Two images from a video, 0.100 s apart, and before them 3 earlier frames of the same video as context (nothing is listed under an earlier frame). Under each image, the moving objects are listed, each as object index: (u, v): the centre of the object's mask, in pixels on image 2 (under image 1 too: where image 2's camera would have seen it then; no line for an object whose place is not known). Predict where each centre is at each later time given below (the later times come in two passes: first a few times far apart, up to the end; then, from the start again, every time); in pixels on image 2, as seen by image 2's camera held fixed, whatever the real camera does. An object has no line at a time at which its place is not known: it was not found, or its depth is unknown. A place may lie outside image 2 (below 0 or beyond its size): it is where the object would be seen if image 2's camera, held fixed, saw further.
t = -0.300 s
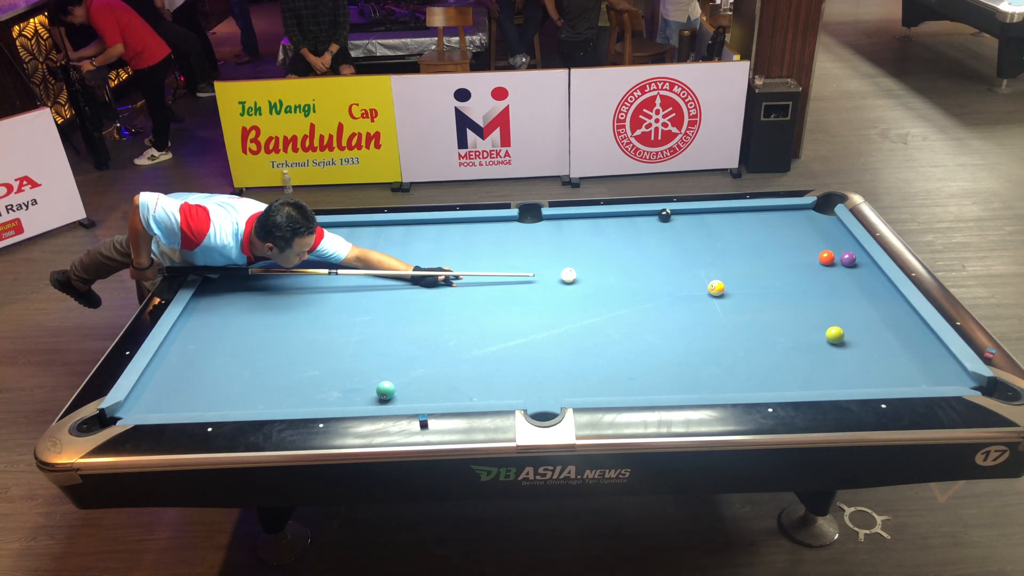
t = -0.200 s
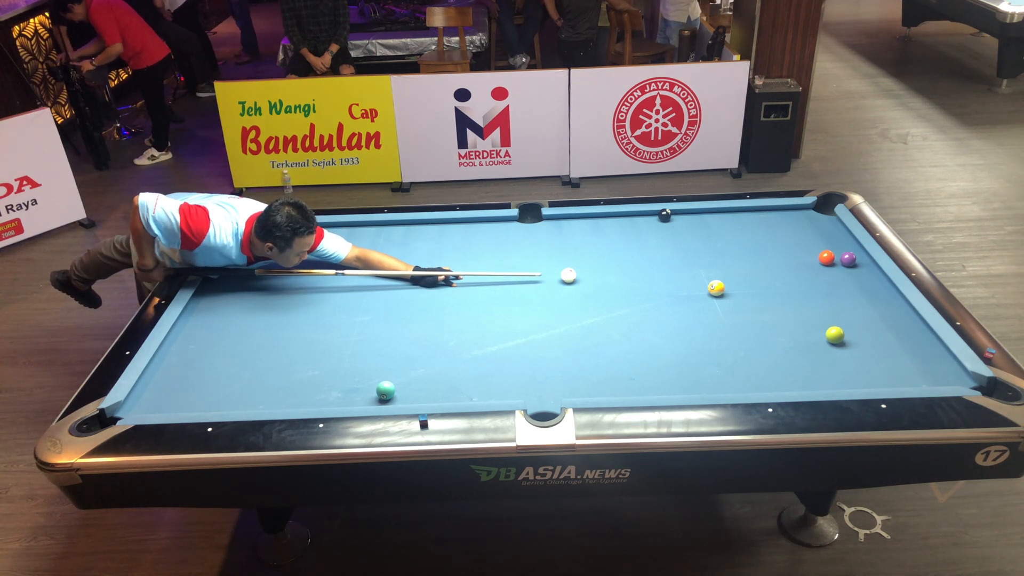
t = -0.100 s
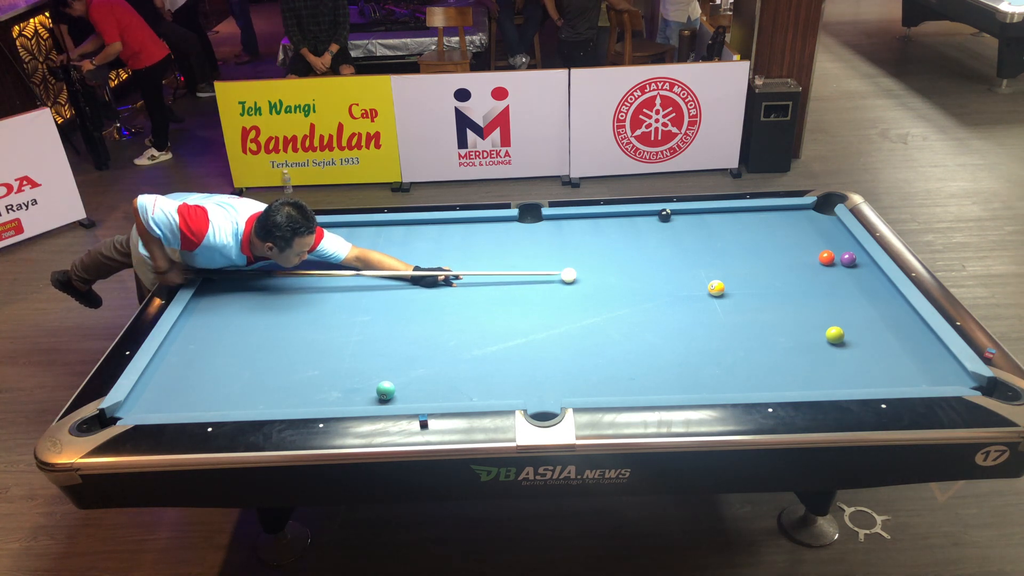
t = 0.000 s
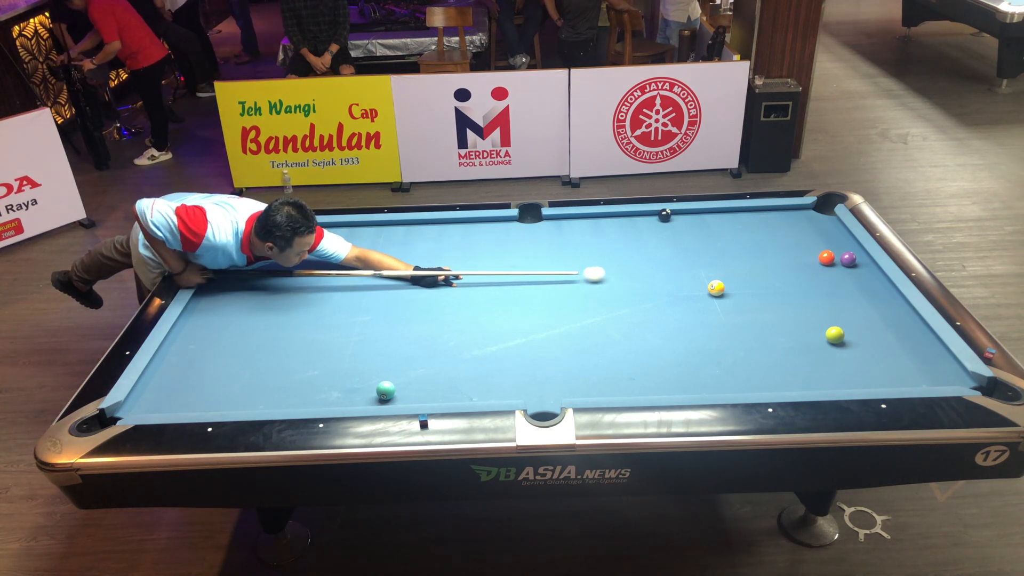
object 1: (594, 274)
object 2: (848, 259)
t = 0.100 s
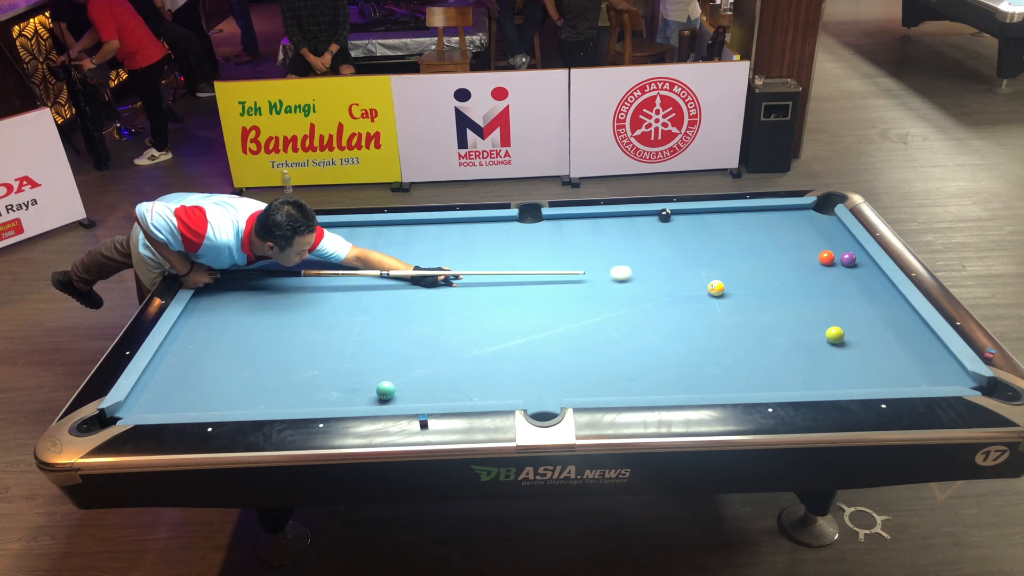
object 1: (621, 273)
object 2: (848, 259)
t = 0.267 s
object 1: (665, 272)
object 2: (848, 259)
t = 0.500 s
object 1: (727, 269)
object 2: (848, 259)
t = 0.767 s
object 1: (796, 267)
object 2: (848, 259)
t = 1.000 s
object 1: (853, 267)
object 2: (850, 255)
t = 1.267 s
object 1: (862, 275)
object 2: (854, 248)
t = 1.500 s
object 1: (845, 281)
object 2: (845, 244)
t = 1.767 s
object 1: (827, 288)
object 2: (836, 240)
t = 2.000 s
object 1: (811, 293)
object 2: (829, 236)
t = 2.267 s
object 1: (795, 299)
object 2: (823, 234)
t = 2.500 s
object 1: (782, 304)
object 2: (819, 232)
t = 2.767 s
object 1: (767, 309)
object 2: (816, 230)
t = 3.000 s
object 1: (756, 313)
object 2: (814, 229)
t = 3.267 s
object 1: (744, 317)
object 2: (813, 229)
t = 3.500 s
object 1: (735, 320)
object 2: (813, 228)
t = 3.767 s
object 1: (725, 323)
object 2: (813, 228)
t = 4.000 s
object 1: (718, 325)
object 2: (813, 228)
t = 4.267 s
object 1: (712, 327)
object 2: (813, 229)
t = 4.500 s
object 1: (707, 329)
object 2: (813, 229)
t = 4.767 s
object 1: (704, 330)
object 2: (813, 229)
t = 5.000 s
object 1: (702, 331)
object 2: (813, 229)
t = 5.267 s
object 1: (702, 331)
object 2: (813, 229)
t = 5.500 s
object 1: (702, 330)
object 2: (813, 229)
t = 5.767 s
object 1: (702, 331)
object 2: (813, 229)
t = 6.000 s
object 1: (702, 331)
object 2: (813, 229)
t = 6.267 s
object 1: (702, 331)
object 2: (813, 229)
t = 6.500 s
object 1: (702, 330)
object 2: (813, 229)
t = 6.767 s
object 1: (702, 330)
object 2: (813, 229)
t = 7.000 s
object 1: (702, 331)
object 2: (813, 229)
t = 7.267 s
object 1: (702, 331)
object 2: (813, 229)
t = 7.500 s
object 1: (702, 330)
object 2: (813, 229)
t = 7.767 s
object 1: (702, 331)
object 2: (813, 229)
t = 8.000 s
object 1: (702, 330)
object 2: (813, 229)
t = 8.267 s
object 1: (702, 330)
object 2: (813, 229)
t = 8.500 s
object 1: (702, 330)
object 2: (813, 229)
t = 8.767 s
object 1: (702, 330)
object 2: (813, 229)
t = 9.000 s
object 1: (702, 331)
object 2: (813, 229)
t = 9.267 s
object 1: (702, 330)
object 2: (813, 228)
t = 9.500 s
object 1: (702, 331)
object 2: (813, 228)
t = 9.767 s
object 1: (702, 331)
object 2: (813, 228)
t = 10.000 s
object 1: (702, 330)
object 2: (813, 228)
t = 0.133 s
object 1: (630, 273)
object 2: (848, 259)
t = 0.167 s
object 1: (639, 273)
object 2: (848, 259)
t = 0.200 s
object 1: (648, 272)
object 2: (848, 259)
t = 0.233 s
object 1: (656, 272)
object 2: (848, 259)
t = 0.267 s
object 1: (665, 272)
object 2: (848, 259)
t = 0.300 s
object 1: (674, 272)
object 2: (848, 259)
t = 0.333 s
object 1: (683, 271)
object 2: (848, 259)
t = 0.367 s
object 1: (692, 271)
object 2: (848, 259)
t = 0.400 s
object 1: (701, 270)
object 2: (848, 259)
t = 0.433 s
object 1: (710, 270)
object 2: (848, 259)
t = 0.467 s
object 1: (718, 270)
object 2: (848, 259)
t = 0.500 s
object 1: (727, 269)
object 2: (848, 259)
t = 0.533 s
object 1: (736, 269)
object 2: (848, 259)
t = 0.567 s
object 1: (745, 269)
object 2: (848, 259)
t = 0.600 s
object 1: (753, 268)
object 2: (848, 259)
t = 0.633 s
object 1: (762, 268)
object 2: (848, 259)
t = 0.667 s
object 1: (771, 268)
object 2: (848, 259)
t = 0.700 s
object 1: (779, 268)
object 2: (848, 259)
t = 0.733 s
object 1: (788, 267)
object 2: (848, 259)
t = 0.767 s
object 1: (796, 267)
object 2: (848, 259)
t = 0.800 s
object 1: (805, 267)
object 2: (848, 259)
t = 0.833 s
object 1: (813, 267)
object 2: (848, 259)
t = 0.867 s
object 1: (822, 266)
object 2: (848, 259)
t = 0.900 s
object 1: (830, 266)
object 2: (848, 259)
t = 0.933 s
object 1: (838, 265)
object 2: (850, 257)
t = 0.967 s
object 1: (846, 266)
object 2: (849, 255)
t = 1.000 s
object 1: (853, 267)
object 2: (850, 255)
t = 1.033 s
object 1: (860, 268)
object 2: (851, 255)
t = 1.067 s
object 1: (867, 270)
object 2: (852, 254)
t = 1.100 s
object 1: (873, 271)
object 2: (853, 253)
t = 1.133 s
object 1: (872, 272)
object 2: (854, 251)
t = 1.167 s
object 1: (869, 273)
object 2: (855, 250)
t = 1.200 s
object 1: (867, 273)
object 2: (856, 249)
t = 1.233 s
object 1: (864, 274)
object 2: (856, 248)
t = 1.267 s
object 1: (862, 275)
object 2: (854, 248)
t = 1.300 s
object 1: (859, 276)
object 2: (853, 247)
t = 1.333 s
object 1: (857, 277)
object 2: (851, 247)
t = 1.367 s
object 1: (854, 278)
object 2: (850, 246)
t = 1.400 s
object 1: (852, 279)
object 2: (849, 245)
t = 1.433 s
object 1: (850, 279)
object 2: (848, 245)
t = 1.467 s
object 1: (847, 280)
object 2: (846, 244)
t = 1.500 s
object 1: (845, 281)
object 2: (845, 244)
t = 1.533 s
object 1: (843, 282)
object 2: (844, 243)
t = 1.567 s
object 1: (840, 283)
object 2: (843, 243)
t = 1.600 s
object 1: (838, 284)
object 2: (841, 242)
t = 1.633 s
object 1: (836, 285)
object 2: (840, 242)
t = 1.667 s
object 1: (833, 285)
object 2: (839, 241)
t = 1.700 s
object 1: (831, 286)
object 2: (838, 241)
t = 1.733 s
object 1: (829, 287)
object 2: (837, 240)
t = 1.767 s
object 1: (827, 288)
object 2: (836, 240)
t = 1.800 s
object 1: (825, 289)
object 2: (835, 239)
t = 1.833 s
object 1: (822, 289)
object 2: (834, 239)
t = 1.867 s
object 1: (820, 290)
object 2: (833, 238)
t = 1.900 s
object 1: (818, 291)
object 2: (832, 238)
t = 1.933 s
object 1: (816, 292)
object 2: (831, 237)
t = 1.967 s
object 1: (814, 293)
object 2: (830, 237)
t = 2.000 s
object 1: (811, 293)
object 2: (829, 236)
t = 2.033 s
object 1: (809, 294)
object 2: (828, 236)
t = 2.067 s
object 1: (807, 295)
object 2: (828, 236)
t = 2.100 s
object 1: (805, 296)
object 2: (827, 235)
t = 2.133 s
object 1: (803, 296)
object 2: (826, 235)
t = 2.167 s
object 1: (801, 297)
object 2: (825, 235)
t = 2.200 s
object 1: (799, 298)
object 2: (825, 234)
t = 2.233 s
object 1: (797, 299)
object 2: (824, 234)
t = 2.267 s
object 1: (795, 299)
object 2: (823, 234)
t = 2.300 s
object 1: (793, 300)
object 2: (823, 233)
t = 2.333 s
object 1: (791, 301)
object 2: (822, 233)
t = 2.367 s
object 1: (789, 301)
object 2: (821, 233)
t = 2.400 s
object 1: (787, 302)
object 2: (821, 232)
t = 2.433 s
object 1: (786, 303)
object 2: (820, 232)
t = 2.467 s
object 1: (784, 303)
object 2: (820, 232)
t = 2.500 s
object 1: (782, 304)
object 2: (819, 232)
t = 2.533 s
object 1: (780, 305)
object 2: (819, 231)
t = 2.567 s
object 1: (778, 305)
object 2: (818, 231)
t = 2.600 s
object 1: (776, 306)
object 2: (818, 231)
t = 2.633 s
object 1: (775, 306)
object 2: (817, 231)
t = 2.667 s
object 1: (773, 307)
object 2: (817, 230)
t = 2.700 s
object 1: (771, 308)
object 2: (816, 230)
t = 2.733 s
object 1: (769, 308)
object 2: (816, 230)
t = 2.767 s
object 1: (767, 309)
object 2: (816, 230)
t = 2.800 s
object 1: (766, 309)
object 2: (815, 230)
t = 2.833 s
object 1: (764, 310)
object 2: (815, 229)
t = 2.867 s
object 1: (762, 311)
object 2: (815, 229)
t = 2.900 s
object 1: (761, 311)
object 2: (815, 229)
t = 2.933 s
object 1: (759, 311)
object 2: (814, 229)
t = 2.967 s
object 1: (757, 312)
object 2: (814, 229)
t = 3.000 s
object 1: (756, 313)
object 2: (814, 229)
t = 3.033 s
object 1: (754, 313)
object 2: (814, 229)
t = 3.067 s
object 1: (753, 314)
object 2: (814, 229)
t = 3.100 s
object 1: (751, 314)
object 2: (814, 229)
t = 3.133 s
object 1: (750, 314)
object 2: (813, 229)
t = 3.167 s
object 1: (748, 315)
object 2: (813, 229)
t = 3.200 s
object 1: (747, 316)
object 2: (813, 229)
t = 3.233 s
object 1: (745, 316)
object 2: (813, 228)
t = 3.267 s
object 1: (744, 317)
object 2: (813, 229)
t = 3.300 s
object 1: (742, 317)
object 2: (813, 229)
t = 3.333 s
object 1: (741, 317)
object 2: (813, 228)
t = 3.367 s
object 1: (740, 318)
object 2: (813, 228)
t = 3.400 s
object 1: (739, 319)
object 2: (813, 228)
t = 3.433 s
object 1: (737, 319)
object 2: (813, 228)
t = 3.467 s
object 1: (736, 319)
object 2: (813, 228)
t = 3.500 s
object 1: (735, 320)
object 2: (813, 228)
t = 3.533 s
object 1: (733, 320)
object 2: (813, 228)
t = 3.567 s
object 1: (732, 321)
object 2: (813, 228)
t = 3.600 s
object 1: (731, 321)
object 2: (813, 228)
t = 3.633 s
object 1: (730, 322)
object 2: (813, 228)
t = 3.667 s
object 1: (729, 322)
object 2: (813, 228)
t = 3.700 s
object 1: (728, 322)
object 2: (813, 228)
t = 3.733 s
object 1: (727, 323)
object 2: (813, 228)
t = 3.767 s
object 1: (725, 323)
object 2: (813, 228)
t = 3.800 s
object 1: (724, 324)
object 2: (813, 228)
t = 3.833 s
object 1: (723, 324)
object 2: (813, 228)
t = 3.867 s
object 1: (722, 324)
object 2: (813, 228)
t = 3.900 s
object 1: (721, 324)
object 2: (813, 228)
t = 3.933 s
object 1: (720, 325)
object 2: (813, 228)
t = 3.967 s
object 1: (719, 325)
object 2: (813, 229)
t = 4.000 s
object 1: (718, 325)
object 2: (813, 228)
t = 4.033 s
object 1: (718, 326)
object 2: (813, 229)
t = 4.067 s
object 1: (717, 326)
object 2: (813, 229)
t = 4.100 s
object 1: (716, 326)
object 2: (813, 229)
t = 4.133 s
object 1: (715, 326)
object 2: (813, 229)
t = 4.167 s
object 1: (714, 326)
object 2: (813, 229)
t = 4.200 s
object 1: (713, 327)
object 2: (813, 229)
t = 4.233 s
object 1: (712, 327)
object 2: (813, 229)
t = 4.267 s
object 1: (712, 327)
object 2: (813, 229)
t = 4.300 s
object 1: (711, 327)
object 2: (813, 229)
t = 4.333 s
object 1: (710, 328)
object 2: (813, 229)
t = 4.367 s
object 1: (710, 328)
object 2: (813, 229)
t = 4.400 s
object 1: (709, 328)
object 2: (813, 229)
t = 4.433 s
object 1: (708, 328)
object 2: (813, 229)
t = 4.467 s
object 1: (708, 328)
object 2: (813, 229)
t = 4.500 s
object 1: (707, 329)
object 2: (813, 229)
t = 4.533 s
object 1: (707, 329)
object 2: (813, 229)
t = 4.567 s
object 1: (706, 329)
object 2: (813, 229)
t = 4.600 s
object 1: (705, 329)
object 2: (813, 229)
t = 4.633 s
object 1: (705, 329)
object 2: (813, 229)
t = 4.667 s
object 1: (705, 329)
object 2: (813, 229)
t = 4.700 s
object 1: (704, 330)
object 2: (813, 229)
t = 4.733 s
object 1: (704, 330)
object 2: (813, 229)
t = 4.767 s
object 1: (704, 330)
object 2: (813, 229)
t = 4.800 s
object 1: (703, 330)
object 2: (813, 229)
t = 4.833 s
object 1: (703, 330)
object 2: (813, 229)
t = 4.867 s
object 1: (703, 330)
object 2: (813, 229)
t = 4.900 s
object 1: (702, 330)
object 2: (813, 229)
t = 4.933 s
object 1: (702, 330)
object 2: (813, 229)
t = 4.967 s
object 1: (702, 330)
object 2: (813, 229)
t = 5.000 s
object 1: (702, 331)
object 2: (813, 229)
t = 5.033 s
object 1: (702, 331)
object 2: (813, 229)
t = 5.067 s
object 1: (702, 331)
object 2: (813, 229)
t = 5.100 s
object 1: (702, 331)
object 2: (813, 229)
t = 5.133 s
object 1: (702, 331)
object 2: (813, 229)
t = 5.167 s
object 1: (702, 331)
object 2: (813, 229)
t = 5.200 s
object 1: (702, 331)
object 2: (813, 229)
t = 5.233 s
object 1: (701, 331)
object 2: (813, 229)
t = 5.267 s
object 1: (702, 331)
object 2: (813, 229)
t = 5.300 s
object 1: (702, 331)
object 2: (813, 229)
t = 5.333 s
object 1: (702, 331)
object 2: (813, 229)
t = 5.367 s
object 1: (702, 331)
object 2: (813, 229)
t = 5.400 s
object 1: (702, 331)
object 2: (813, 229)
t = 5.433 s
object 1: (702, 331)
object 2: (813, 229)
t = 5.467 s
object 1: (702, 331)
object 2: (813, 229)
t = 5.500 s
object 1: (702, 330)
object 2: (813, 229)
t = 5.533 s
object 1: (702, 331)
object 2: (813, 229)
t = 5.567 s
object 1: (702, 330)
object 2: (813, 229)
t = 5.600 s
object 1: (702, 331)
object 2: (813, 229)
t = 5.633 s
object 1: (702, 330)
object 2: (813, 229)
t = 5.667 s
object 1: (702, 331)
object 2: (813, 229)
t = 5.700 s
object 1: (702, 331)
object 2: (813, 229)
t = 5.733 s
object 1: (702, 330)
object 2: (813, 229)
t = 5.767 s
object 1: (702, 331)
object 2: (813, 229)
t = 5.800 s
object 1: (702, 330)
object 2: (813, 229)
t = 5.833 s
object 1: (702, 330)
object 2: (813, 229)
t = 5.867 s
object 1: (702, 330)
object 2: (813, 229)
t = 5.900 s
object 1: (702, 331)
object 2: (813, 229)
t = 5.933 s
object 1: (702, 331)
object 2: (813, 229)
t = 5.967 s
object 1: (702, 331)
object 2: (813, 229)
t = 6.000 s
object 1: (702, 331)
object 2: (813, 229)
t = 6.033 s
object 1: (702, 331)
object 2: (813, 229)
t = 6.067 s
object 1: (702, 331)
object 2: (813, 229)
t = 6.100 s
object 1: (702, 331)
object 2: (813, 229)
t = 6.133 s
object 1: (702, 331)
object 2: (813, 229)
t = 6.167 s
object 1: (702, 331)
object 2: (813, 229)
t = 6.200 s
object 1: (702, 330)
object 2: (813, 229)
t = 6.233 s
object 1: (702, 331)
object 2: (813, 229)
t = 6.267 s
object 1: (702, 331)
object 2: (813, 229)
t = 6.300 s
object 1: (702, 331)
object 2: (813, 229)
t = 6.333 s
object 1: (702, 331)
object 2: (813, 229)
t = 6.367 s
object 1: (702, 331)
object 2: (813, 229)
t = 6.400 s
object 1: (702, 331)
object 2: (813, 229)
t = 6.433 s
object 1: (702, 330)
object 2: (813, 229)
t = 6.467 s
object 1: (702, 331)
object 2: (813, 229)
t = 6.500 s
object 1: (702, 330)
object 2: (813, 229)
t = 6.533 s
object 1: (702, 331)
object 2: (813, 229)
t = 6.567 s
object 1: (702, 330)
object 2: (813, 229)
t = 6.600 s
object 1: (702, 331)
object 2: (813, 229)
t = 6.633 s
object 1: (702, 331)
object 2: (813, 229)
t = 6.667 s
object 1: (702, 331)
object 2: (813, 229)
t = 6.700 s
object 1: (702, 331)
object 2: (813, 229)
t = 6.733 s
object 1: (702, 331)
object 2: (813, 229)
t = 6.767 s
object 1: (702, 330)
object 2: (813, 229)
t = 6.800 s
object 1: (702, 330)
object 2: (813, 229)
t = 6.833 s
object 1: (702, 330)
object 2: (813, 229)
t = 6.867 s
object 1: (702, 330)
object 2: (813, 229)
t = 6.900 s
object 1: (702, 331)
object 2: (813, 229)
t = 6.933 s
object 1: (702, 331)
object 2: (813, 229)
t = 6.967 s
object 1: (702, 331)
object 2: (813, 229)
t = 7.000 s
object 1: (702, 331)
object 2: (813, 229)
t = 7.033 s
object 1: (702, 331)
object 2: (813, 229)
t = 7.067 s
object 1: (702, 331)
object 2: (813, 229)
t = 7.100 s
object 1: (702, 330)
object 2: (813, 229)
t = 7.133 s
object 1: (702, 331)
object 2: (813, 229)
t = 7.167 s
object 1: (702, 330)
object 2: (813, 229)
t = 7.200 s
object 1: (702, 331)
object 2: (813, 229)
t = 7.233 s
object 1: (702, 330)
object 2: (813, 229)
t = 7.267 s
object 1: (702, 331)
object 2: (813, 229)
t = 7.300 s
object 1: (702, 331)
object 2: (813, 229)
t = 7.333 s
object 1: (702, 330)
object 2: (813, 229)
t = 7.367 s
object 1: (702, 331)
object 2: (813, 229)
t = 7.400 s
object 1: (702, 330)
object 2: (813, 229)
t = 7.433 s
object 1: (702, 331)
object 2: (813, 229)
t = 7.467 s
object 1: (702, 331)
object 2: (813, 229)
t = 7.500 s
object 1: (702, 330)
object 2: (813, 229)
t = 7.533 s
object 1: (702, 331)
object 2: (813, 229)
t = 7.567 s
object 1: (702, 330)
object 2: (813, 229)
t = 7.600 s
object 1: (702, 331)
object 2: (813, 229)
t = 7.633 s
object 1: (702, 330)
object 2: (813, 229)
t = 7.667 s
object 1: (702, 331)
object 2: (813, 229)
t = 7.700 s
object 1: (702, 331)
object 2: (813, 229)
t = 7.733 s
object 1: (702, 330)
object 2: (813, 229)
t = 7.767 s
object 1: (702, 331)
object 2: (813, 229)
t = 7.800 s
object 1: (702, 330)
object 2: (813, 229)
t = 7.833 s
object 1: (702, 331)
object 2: (813, 229)
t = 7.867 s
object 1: (702, 330)
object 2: (813, 229)
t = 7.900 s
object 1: (702, 330)
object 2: (813, 229)
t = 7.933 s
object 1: (702, 330)
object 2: (813, 229)
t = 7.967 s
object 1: (702, 330)
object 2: (813, 229)
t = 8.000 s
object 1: (702, 330)
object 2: (813, 229)
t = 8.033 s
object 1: (702, 330)
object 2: (813, 229)
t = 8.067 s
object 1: (702, 330)
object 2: (813, 229)
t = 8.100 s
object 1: (702, 330)
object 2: (813, 229)
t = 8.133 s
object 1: (702, 330)
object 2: (813, 229)
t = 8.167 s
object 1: (702, 330)
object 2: (813, 229)
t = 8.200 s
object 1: (702, 330)
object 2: (813, 229)
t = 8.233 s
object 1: (702, 330)
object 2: (813, 229)
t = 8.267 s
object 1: (702, 330)
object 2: (813, 229)
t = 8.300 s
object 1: (702, 330)
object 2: (813, 229)
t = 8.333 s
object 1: (702, 330)
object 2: (813, 229)
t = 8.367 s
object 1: (702, 330)
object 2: (813, 229)
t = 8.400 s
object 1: (702, 330)
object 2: (813, 229)
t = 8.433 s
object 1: (702, 330)
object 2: (813, 229)
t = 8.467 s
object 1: (702, 330)
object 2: (813, 229)
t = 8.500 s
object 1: (702, 330)
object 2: (813, 229)
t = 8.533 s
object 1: (702, 330)
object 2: (813, 228)
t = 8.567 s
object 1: (702, 330)
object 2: (813, 228)
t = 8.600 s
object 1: (702, 330)
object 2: (813, 229)
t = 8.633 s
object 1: (702, 330)
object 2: (813, 229)
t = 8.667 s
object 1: (702, 330)
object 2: (813, 229)
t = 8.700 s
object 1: (702, 330)
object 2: (813, 228)
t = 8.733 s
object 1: (702, 330)
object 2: (813, 228)
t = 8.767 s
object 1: (702, 330)
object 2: (813, 229)
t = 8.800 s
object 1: (702, 330)
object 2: (813, 229)
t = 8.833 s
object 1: (702, 330)
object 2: (813, 229)
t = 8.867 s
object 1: (702, 330)
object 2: (813, 229)
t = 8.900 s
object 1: (702, 331)
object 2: (813, 229)
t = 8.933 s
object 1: (702, 330)
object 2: (813, 229)
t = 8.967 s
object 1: (702, 330)
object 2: (813, 229)
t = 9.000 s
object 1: (702, 331)
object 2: (813, 229)
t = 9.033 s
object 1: (702, 331)
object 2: (813, 228)
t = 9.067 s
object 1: (702, 331)
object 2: (813, 228)
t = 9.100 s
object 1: (702, 331)
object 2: (813, 228)
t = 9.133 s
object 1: (702, 331)
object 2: (813, 228)
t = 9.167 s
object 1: (702, 331)
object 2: (813, 228)
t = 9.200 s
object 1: (702, 331)
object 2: (813, 228)
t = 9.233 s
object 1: (702, 330)
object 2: (813, 228)
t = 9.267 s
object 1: (702, 330)
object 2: (813, 228)
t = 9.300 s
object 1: (702, 330)
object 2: (813, 228)
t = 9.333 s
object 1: (702, 330)
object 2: (813, 228)
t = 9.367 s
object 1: (702, 330)
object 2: (813, 228)
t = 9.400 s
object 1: (702, 331)
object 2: (813, 228)
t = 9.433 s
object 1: (702, 331)
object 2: (813, 228)
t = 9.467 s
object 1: (702, 331)
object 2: (813, 228)
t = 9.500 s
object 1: (702, 331)
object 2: (813, 228)
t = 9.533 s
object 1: (702, 330)
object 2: (813, 228)
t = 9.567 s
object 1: (702, 330)
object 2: (813, 228)
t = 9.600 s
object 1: (702, 330)
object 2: (813, 228)
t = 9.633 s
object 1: (702, 331)
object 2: (813, 228)
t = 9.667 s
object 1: (702, 331)
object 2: (813, 228)
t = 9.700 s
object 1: (702, 331)
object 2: (813, 228)
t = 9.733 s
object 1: (702, 331)
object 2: (813, 228)
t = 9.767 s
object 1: (702, 331)
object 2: (813, 228)
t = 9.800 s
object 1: (702, 331)
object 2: (813, 228)
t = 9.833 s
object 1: (702, 331)
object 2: (813, 228)
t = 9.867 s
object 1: (702, 331)
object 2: (813, 228)
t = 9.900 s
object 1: (702, 331)
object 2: (813, 228)
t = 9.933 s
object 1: (702, 331)
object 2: (813, 228)
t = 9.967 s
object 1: (702, 330)
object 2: (813, 228)
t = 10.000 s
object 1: (702, 330)
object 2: (813, 228)
